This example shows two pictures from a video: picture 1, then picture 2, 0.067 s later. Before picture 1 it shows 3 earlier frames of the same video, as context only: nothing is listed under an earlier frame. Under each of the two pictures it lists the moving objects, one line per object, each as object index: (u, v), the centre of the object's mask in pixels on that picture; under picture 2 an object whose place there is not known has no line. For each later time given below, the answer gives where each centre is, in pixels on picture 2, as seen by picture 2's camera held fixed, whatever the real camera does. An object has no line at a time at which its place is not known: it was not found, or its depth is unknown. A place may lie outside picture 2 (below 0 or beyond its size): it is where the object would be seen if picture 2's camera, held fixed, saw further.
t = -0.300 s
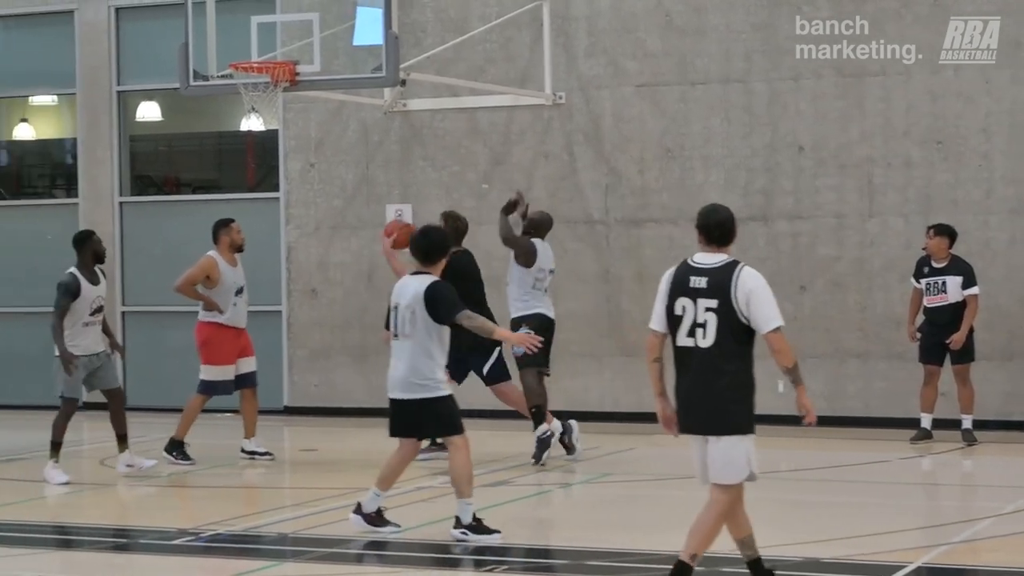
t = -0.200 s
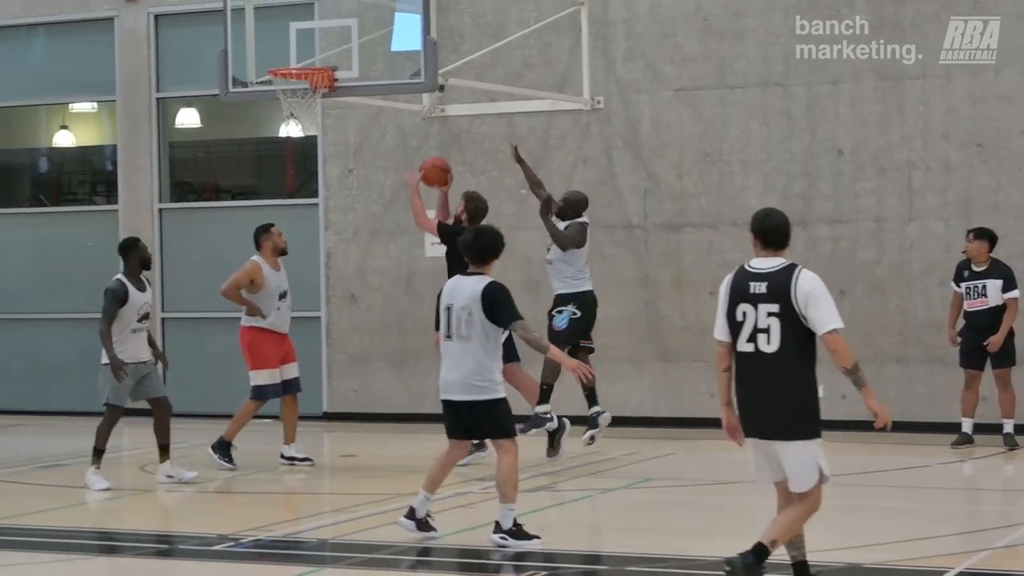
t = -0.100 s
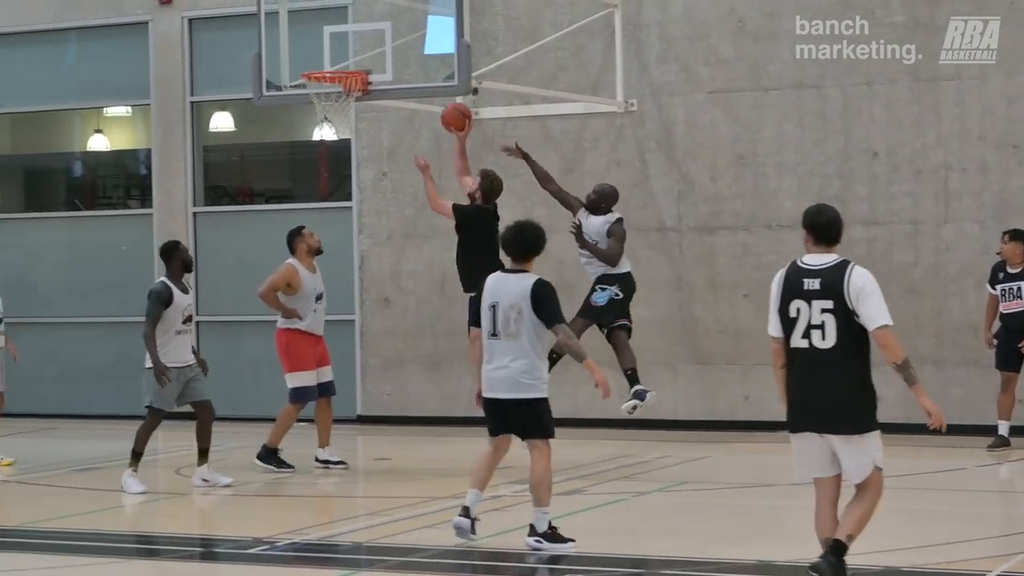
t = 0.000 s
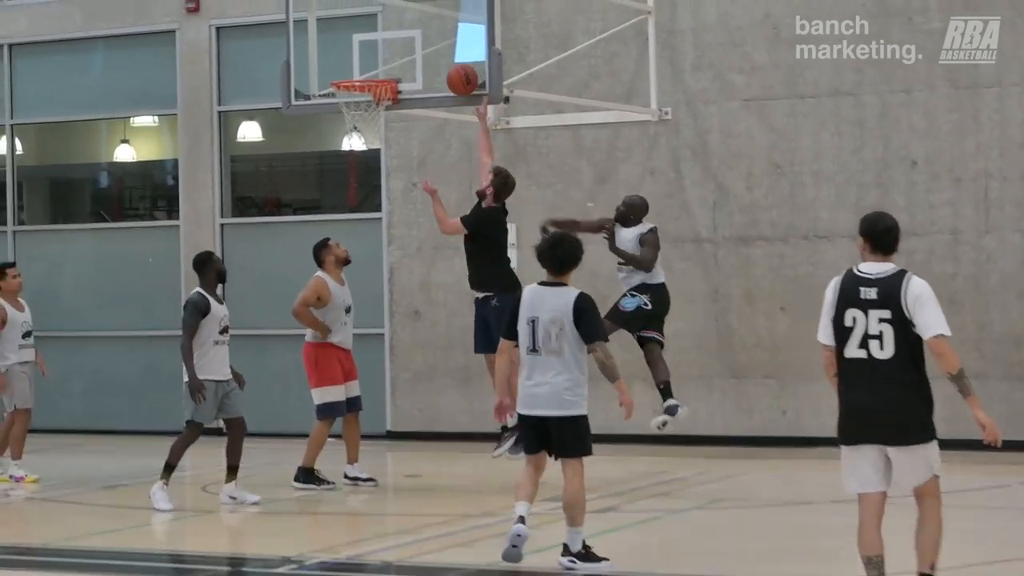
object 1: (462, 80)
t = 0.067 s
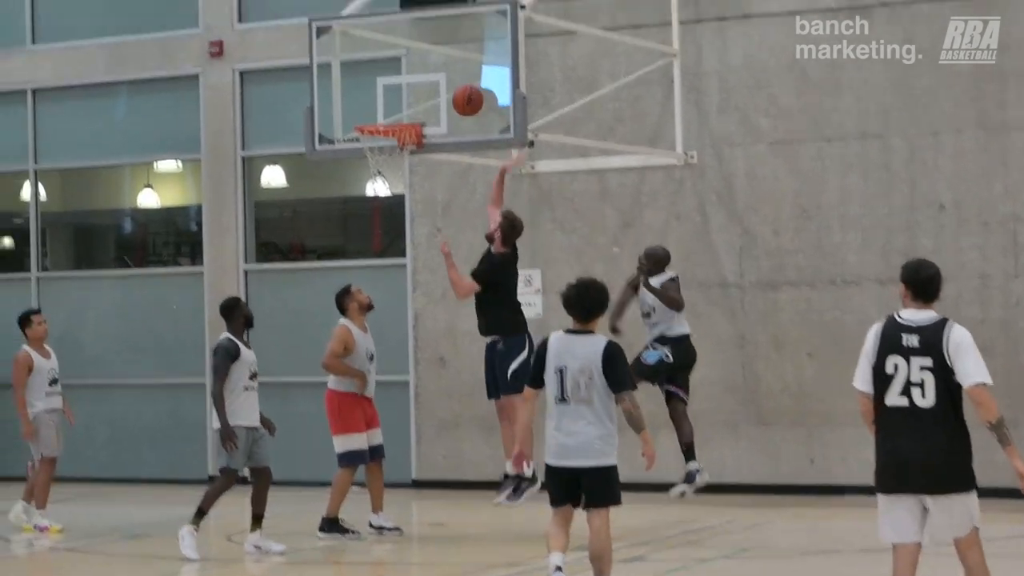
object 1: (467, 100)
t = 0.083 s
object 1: (463, 96)
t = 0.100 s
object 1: (458, 93)
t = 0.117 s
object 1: (453, 90)
